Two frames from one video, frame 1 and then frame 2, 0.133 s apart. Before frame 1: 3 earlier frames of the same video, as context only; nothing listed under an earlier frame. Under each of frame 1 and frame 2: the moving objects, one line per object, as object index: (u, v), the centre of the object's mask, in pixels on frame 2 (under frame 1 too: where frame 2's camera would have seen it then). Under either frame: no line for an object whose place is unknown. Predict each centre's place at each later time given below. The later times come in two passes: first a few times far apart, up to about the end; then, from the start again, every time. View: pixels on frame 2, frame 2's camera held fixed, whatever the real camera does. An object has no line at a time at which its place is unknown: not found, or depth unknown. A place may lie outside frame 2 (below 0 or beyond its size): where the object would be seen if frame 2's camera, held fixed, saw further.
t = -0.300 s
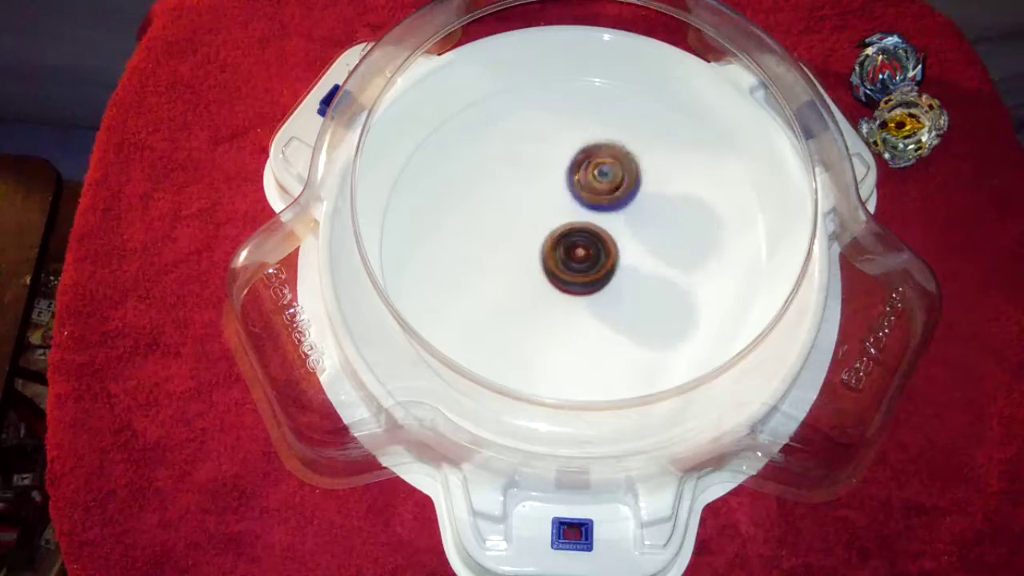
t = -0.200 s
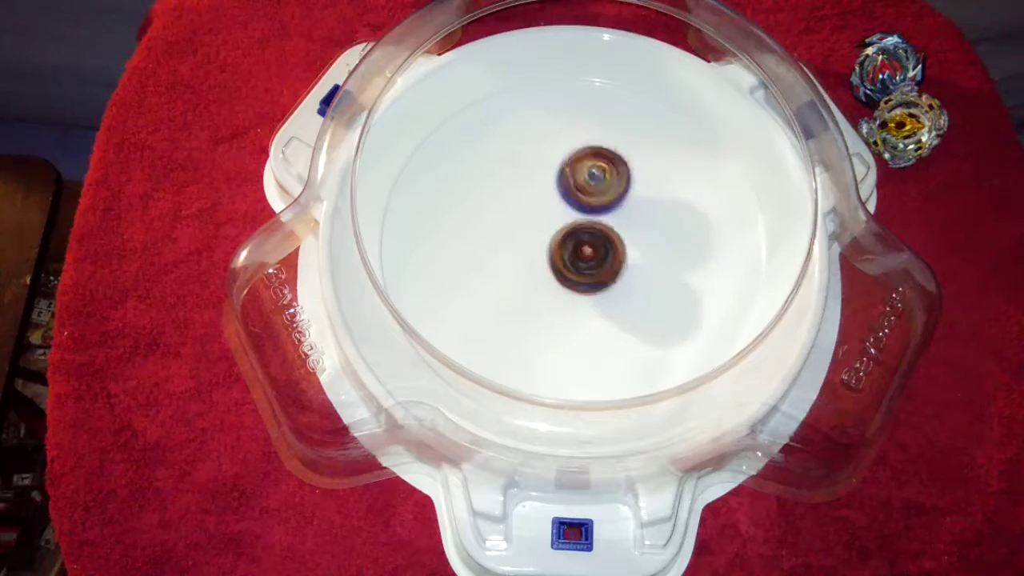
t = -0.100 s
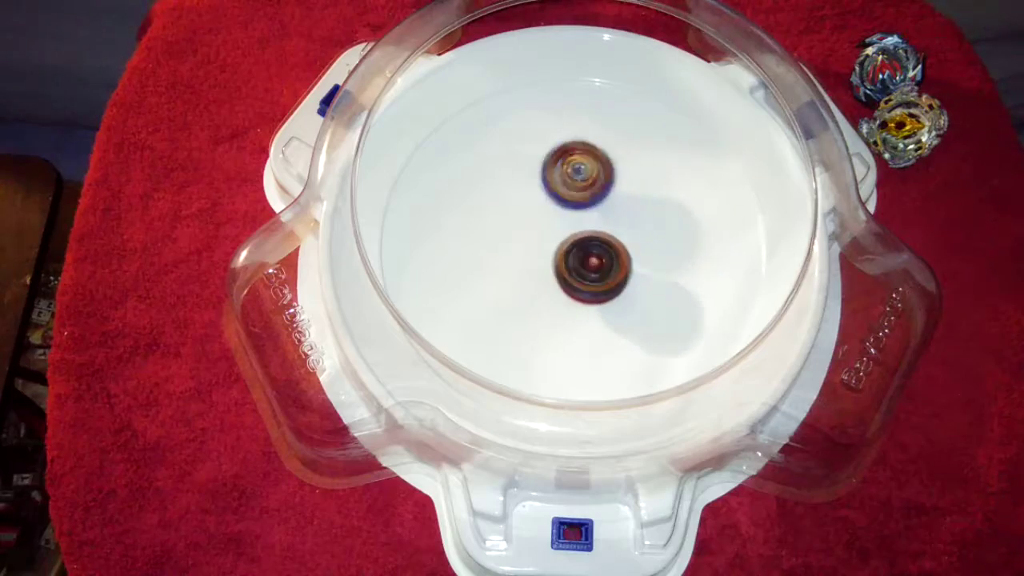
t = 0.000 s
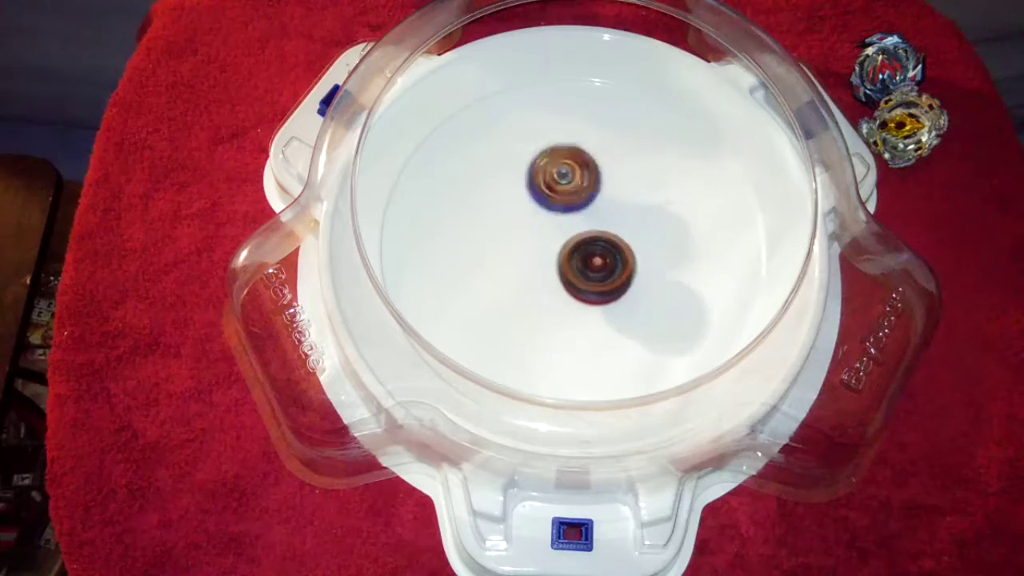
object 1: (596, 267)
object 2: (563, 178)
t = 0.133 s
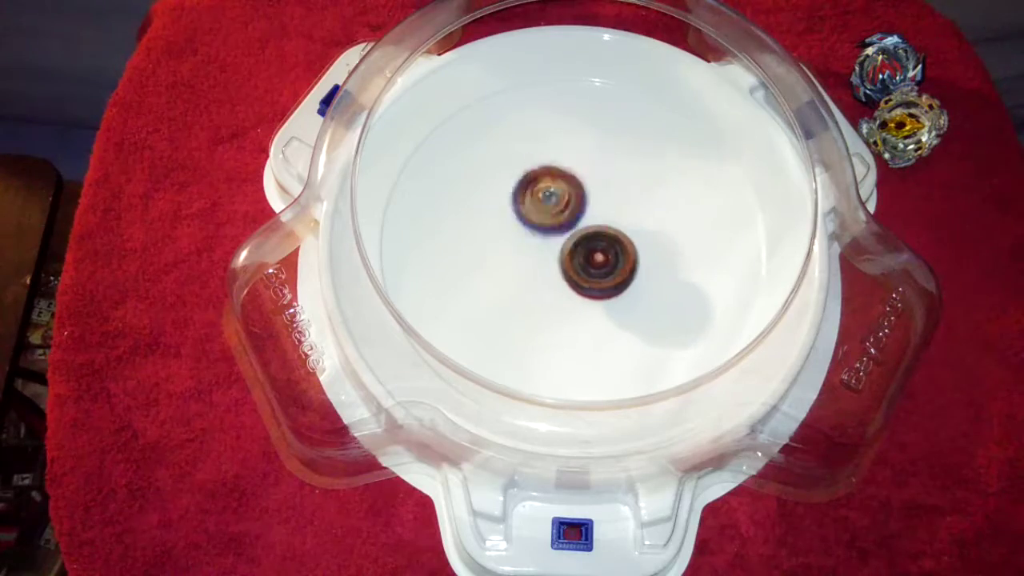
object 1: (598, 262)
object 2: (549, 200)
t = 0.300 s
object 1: (612, 269)
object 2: (524, 202)
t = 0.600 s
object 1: (604, 253)
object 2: (528, 222)
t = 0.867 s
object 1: (609, 241)
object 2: (529, 243)
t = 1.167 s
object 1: (597, 230)
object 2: (523, 260)
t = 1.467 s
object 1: (593, 227)
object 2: (534, 276)
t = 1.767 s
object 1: (594, 215)
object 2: (558, 280)
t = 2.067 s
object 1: (585, 194)
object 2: (570, 297)
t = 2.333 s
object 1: (578, 202)
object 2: (591, 284)
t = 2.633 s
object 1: (576, 217)
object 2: (638, 260)
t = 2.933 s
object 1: (580, 227)
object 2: (666, 239)
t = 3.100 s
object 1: (580, 228)
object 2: (660, 240)
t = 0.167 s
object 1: (602, 262)
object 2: (544, 201)
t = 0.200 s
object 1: (607, 266)
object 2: (541, 201)
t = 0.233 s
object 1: (610, 268)
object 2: (535, 201)
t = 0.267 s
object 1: (611, 269)
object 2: (531, 201)
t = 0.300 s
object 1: (612, 269)
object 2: (524, 202)
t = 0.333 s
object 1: (614, 268)
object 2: (522, 201)
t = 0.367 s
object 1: (614, 267)
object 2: (522, 204)
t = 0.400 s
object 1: (614, 266)
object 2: (518, 205)
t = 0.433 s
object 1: (613, 264)
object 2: (519, 207)
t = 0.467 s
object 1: (613, 262)
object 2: (518, 211)
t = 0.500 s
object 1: (611, 260)
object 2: (519, 211)
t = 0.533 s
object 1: (609, 257)
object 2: (523, 216)
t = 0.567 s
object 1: (606, 255)
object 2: (524, 220)
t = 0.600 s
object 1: (604, 253)
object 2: (528, 222)
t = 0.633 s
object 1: (609, 252)
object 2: (527, 226)
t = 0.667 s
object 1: (612, 250)
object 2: (524, 227)
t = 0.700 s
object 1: (612, 249)
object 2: (525, 230)
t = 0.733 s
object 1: (613, 247)
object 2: (523, 234)
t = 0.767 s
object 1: (612, 246)
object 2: (523, 234)
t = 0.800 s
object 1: (612, 244)
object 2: (525, 239)
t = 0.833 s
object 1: (610, 243)
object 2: (525, 240)
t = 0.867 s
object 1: (609, 241)
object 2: (529, 243)
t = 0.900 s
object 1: (613, 238)
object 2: (524, 246)
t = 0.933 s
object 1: (614, 235)
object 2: (522, 246)
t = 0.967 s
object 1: (612, 234)
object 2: (523, 250)
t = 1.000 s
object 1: (611, 233)
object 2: (519, 253)
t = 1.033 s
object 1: (609, 231)
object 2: (519, 254)
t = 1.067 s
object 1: (606, 231)
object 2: (518, 256)
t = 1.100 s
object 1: (603, 230)
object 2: (519, 257)
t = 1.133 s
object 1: (600, 230)
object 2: (522, 258)
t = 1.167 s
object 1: (597, 230)
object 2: (523, 260)
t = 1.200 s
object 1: (599, 227)
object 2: (523, 261)
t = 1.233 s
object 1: (599, 225)
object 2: (523, 266)
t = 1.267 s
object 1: (596, 225)
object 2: (523, 267)
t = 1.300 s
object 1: (593, 226)
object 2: (527, 271)
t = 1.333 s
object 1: (591, 228)
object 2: (527, 273)
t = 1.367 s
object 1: (593, 227)
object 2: (530, 273)
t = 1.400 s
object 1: (594, 225)
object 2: (530, 276)
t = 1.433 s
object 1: (593, 225)
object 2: (531, 275)
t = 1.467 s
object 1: (593, 227)
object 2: (534, 276)
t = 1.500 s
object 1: (594, 227)
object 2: (534, 277)
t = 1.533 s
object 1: (594, 227)
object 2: (536, 275)
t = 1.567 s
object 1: (595, 223)
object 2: (538, 280)
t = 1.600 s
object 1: (595, 221)
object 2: (537, 281)
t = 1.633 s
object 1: (596, 220)
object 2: (542, 279)
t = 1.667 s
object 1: (596, 218)
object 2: (547, 282)
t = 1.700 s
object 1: (595, 217)
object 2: (549, 280)
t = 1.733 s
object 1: (594, 217)
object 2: (555, 279)
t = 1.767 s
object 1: (594, 215)
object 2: (558, 280)
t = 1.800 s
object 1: (594, 213)
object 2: (559, 278)
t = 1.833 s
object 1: (593, 211)
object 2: (564, 280)
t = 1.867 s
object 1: (591, 210)
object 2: (564, 283)
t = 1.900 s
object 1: (590, 210)
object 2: (569, 282)
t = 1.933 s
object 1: (588, 211)
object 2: (572, 284)
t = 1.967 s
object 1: (587, 211)
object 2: (572, 282)
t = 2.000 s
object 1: (587, 206)
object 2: (575, 286)
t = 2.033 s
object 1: (586, 198)
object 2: (574, 295)
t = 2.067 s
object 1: (585, 194)
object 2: (570, 297)
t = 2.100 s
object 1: (584, 193)
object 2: (570, 294)
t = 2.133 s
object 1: (582, 193)
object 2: (571, 293)
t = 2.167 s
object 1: (582, 193)
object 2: (573, 290)
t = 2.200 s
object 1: (581, 193)
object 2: (578, 288)
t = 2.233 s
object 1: (580, 194)
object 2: (582, 288)
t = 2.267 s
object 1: (579, 196)
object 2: (586, 287)
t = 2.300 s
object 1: (578, 199)
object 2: (589, 286)
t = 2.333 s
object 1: (578, 202)
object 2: (591, 284)
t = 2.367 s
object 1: (578, 205)
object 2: (592, 279)
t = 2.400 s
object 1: (578, 207)
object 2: (596, 275)
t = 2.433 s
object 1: (576, 207)
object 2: (603, 273)
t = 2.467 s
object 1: (576, 208)
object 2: (608, 272)
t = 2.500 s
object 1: (574, 210)
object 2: (613, 270)
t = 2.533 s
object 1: (573, 212)
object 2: (621, 269)
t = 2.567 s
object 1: (573, 214)
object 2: (628, 267)
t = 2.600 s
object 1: (575, 216)
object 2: (633, 264)
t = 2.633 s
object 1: (576, 217)
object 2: (638, 260)
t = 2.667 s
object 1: (575, 217)
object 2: (644, 257)
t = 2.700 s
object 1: (574, 219)
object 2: (649, 254)
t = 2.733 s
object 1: (576, 221)
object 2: (653, 251)
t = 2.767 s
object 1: (578, 223)
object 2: (656, 248)
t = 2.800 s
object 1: (580, 224)
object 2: (658, 244)
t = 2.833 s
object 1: (582, 225)
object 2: (659, 242)
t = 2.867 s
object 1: (582, 225)
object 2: (660, 240)
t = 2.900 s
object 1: (580, 226)
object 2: (664, 239)
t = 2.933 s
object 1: (580, 227)
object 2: (666, 239)
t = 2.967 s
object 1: (581, 228)
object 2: (667, 238)
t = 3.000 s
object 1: (583, 227)
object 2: (668, 238)
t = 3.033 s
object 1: (582, 226)
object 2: (666, 238)
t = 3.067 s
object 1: (581, 227)
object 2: (664, 239)
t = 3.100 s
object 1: (580, 228)
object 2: (660, 240)
